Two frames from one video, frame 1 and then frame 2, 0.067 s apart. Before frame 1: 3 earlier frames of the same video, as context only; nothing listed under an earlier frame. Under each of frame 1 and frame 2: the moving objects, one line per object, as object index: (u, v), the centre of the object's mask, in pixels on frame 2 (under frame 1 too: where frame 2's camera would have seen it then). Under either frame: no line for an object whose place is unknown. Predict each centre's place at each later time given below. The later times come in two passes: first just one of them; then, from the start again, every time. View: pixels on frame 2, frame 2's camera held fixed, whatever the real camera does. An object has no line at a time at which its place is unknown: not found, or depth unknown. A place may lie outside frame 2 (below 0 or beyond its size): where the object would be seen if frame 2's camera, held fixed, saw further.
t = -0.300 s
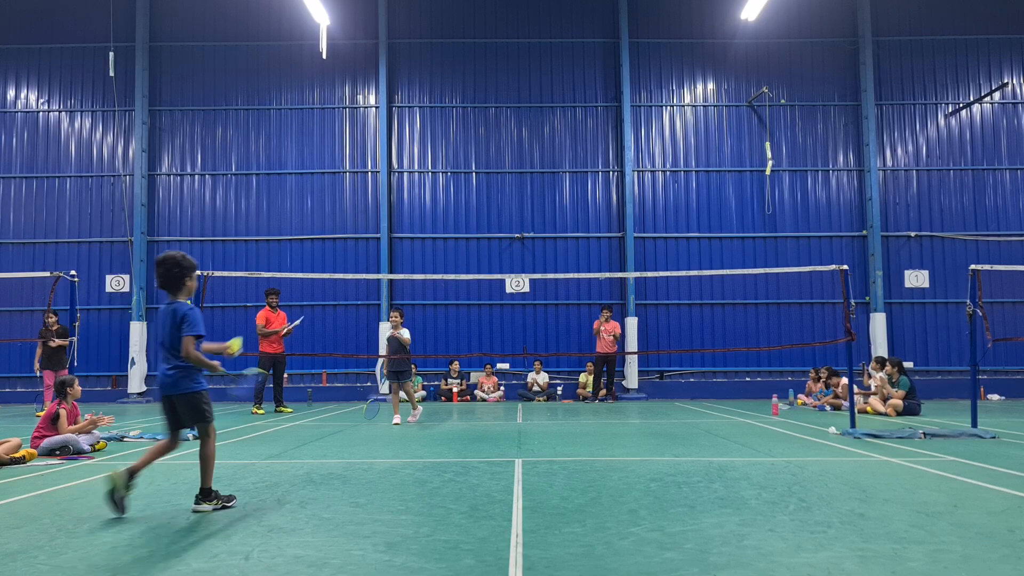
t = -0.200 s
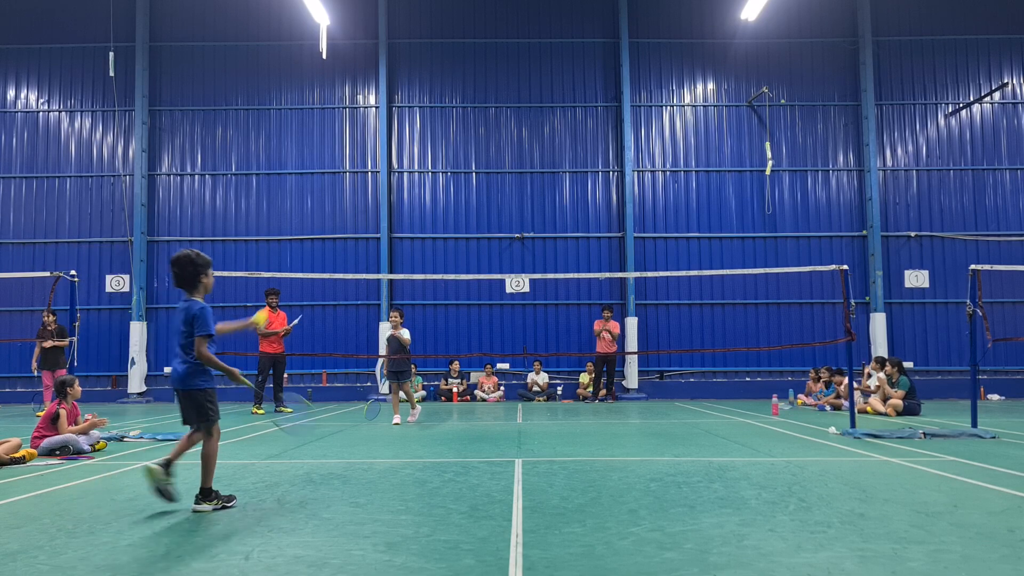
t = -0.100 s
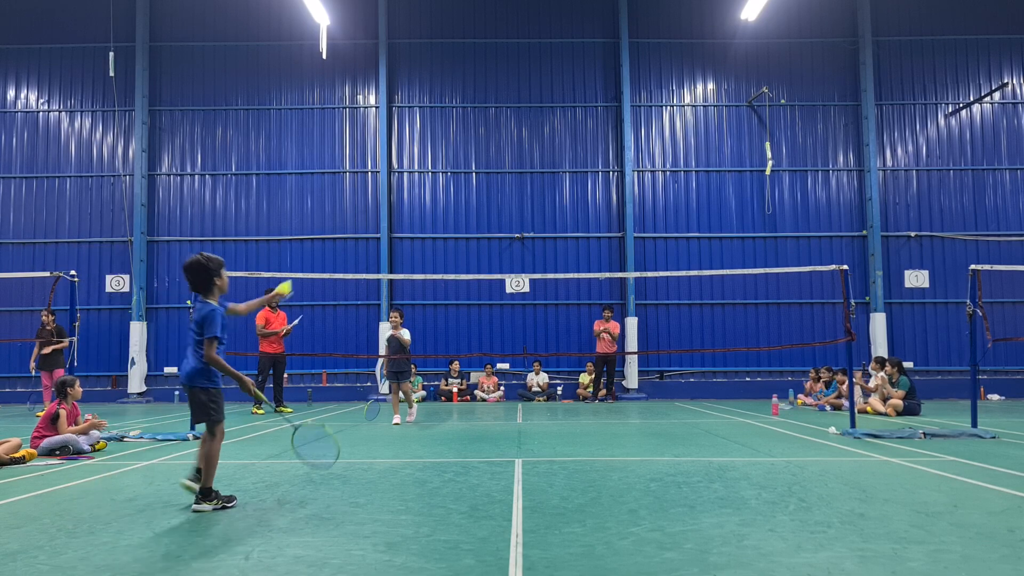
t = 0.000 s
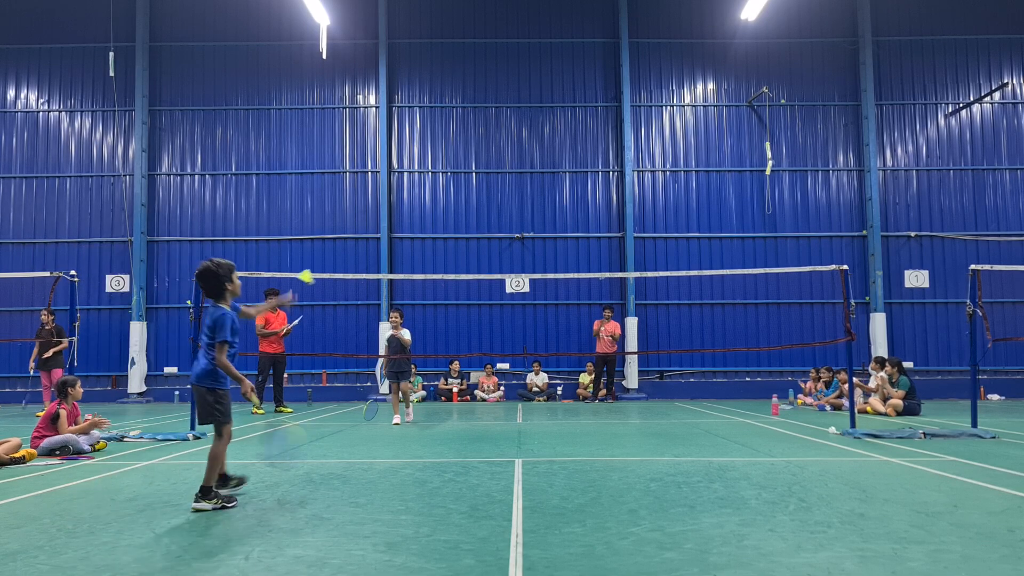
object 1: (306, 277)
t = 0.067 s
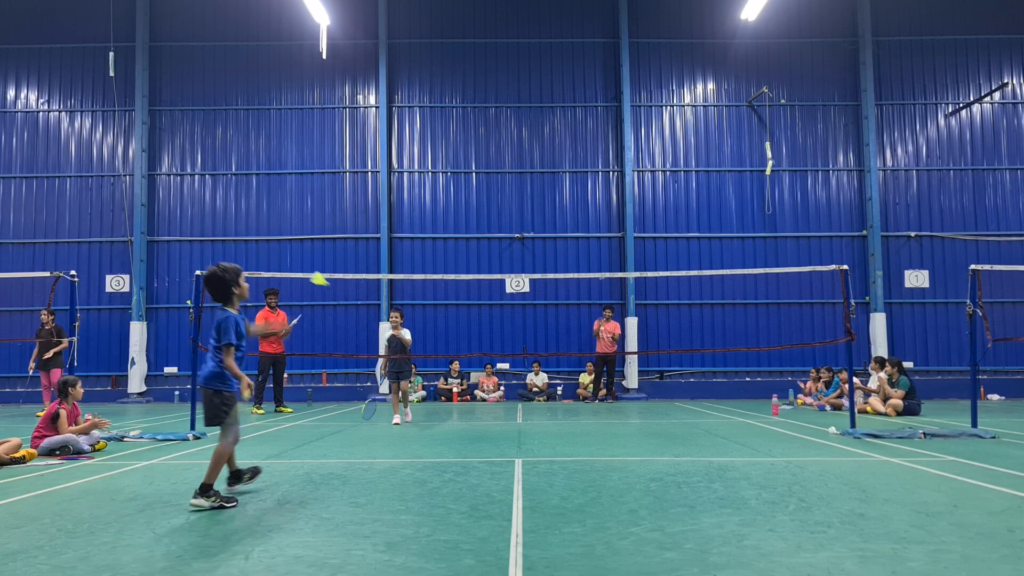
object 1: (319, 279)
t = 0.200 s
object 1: (344, 306)
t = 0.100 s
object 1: (325, 284)
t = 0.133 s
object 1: (331, 290)
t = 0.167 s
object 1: (338, 297)
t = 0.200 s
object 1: (344, 306)
